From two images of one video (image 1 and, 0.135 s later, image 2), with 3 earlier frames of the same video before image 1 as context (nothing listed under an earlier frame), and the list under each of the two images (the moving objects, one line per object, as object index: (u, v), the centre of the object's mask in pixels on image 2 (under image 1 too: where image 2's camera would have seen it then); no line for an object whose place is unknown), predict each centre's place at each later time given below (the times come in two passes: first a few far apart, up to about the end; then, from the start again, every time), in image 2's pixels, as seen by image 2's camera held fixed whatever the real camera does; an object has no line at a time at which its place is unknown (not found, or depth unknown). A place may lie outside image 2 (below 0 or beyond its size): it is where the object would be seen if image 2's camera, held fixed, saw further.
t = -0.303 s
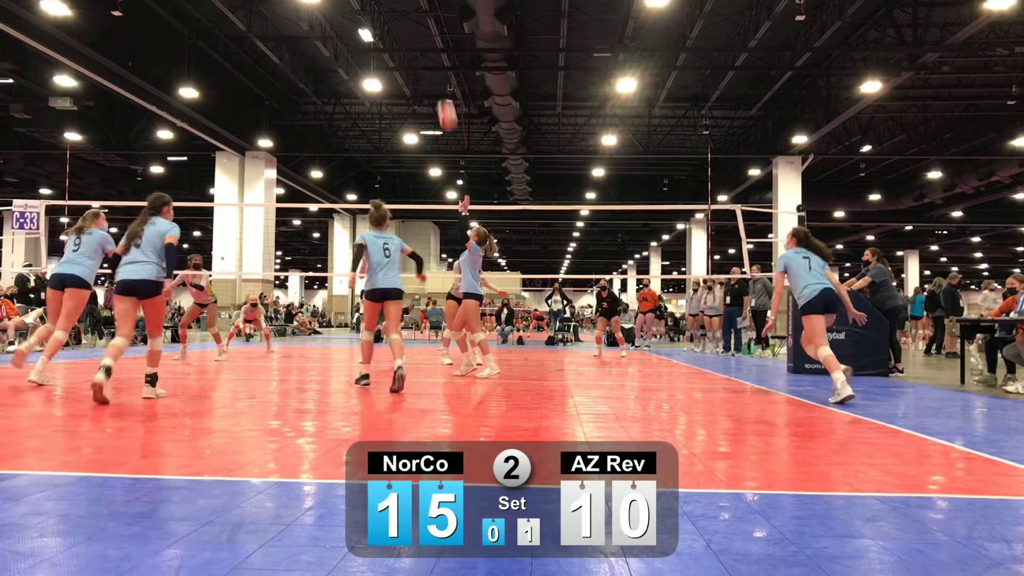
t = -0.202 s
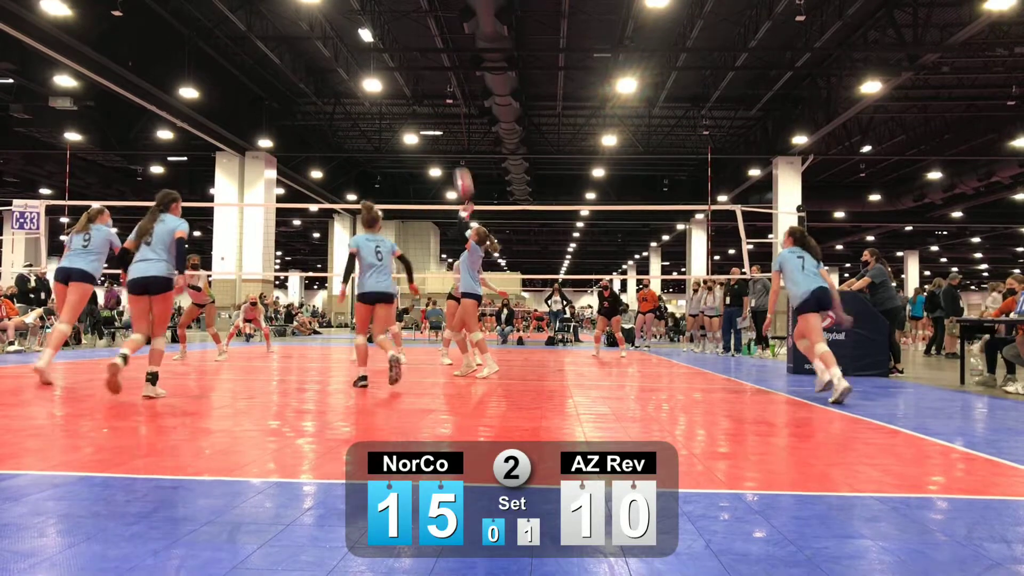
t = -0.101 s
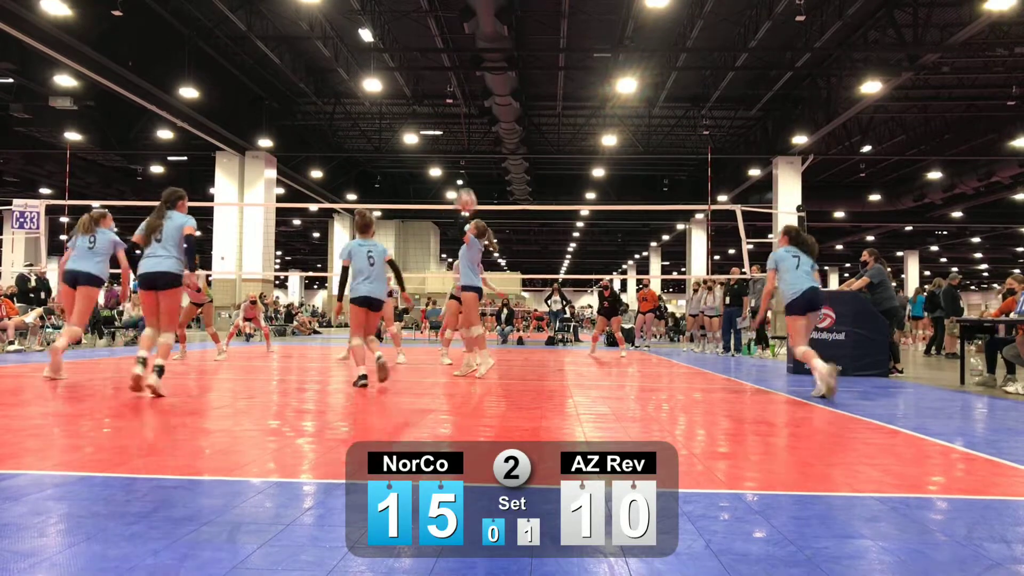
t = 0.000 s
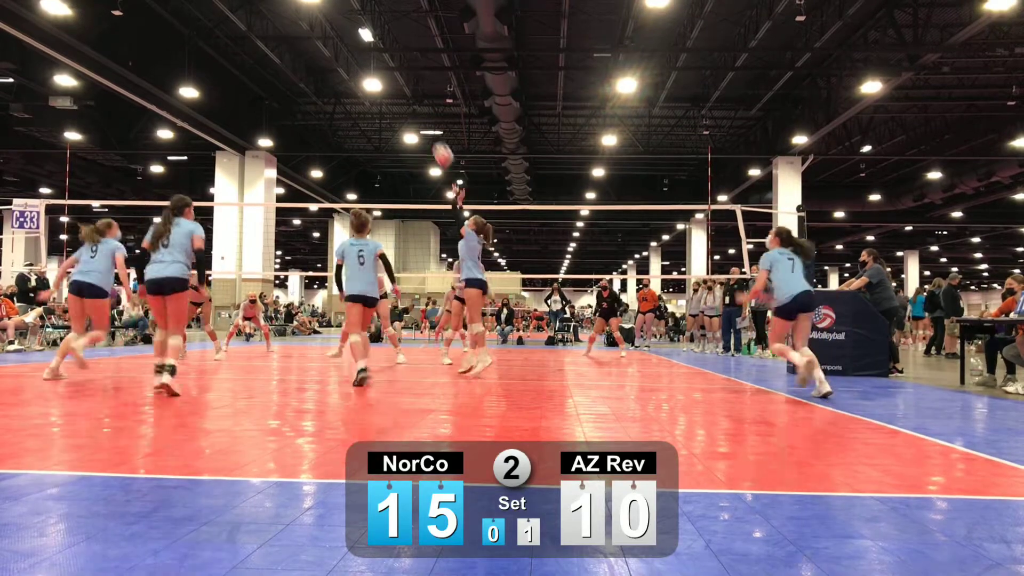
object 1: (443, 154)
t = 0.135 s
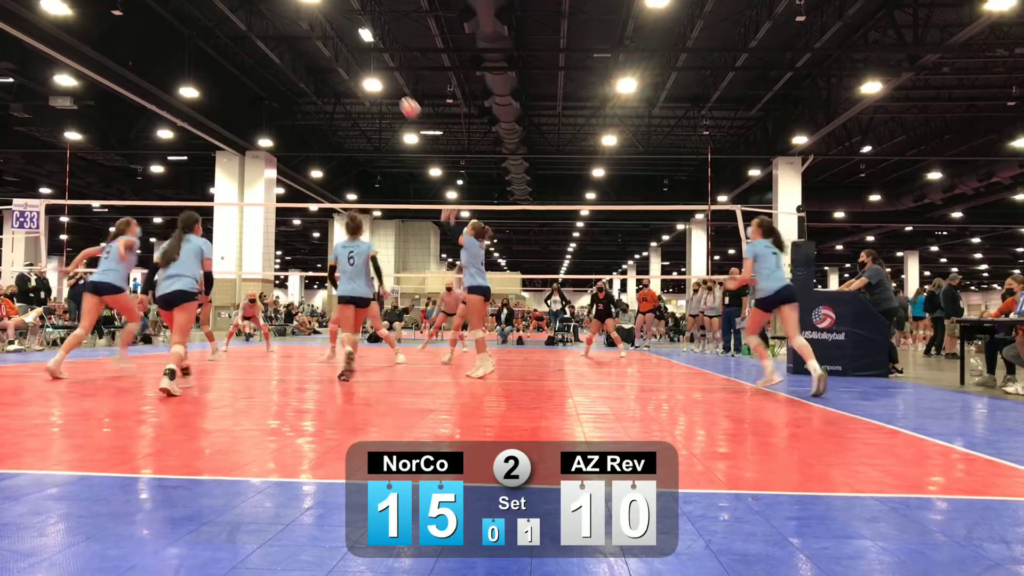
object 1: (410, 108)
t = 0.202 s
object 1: (394, 91)
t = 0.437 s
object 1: (340, 62)
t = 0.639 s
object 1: (296, 73)
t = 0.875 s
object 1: (247, 123)
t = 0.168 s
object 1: (402, 99)
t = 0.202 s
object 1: (394, 91)
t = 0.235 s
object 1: (387, 84)
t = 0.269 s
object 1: (379, 75)
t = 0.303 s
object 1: (370, 71)
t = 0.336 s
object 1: (362, 69)
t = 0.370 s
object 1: (354, 66)
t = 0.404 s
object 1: (347, 64)
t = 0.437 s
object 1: (340, 62)
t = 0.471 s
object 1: (332, 62)
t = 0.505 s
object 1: (325, 62)
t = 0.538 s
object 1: (318, 64)
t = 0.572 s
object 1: (311, 66)
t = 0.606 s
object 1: (303, 69)
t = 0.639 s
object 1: (296, 73)
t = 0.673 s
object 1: (289, 78)
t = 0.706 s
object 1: (282, 83)
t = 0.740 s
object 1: (275, 89)
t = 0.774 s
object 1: (268, 96)
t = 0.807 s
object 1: (261, 104)
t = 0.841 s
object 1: (254, 113)
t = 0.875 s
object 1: (247, 123)
